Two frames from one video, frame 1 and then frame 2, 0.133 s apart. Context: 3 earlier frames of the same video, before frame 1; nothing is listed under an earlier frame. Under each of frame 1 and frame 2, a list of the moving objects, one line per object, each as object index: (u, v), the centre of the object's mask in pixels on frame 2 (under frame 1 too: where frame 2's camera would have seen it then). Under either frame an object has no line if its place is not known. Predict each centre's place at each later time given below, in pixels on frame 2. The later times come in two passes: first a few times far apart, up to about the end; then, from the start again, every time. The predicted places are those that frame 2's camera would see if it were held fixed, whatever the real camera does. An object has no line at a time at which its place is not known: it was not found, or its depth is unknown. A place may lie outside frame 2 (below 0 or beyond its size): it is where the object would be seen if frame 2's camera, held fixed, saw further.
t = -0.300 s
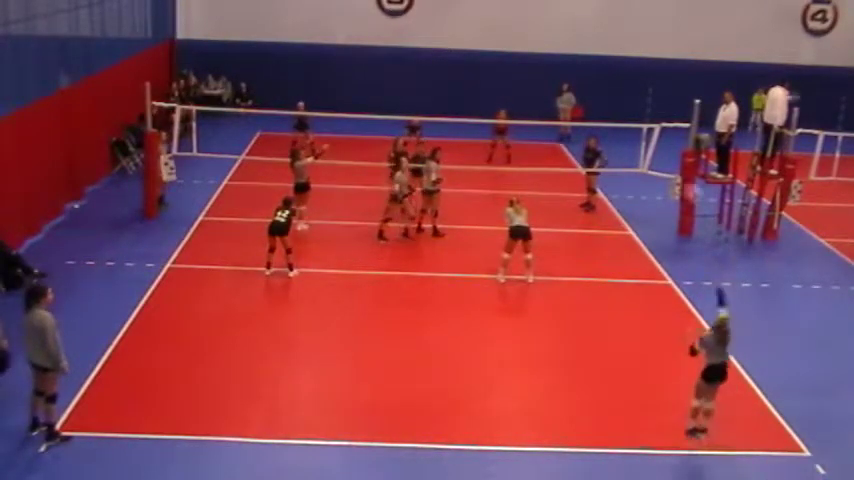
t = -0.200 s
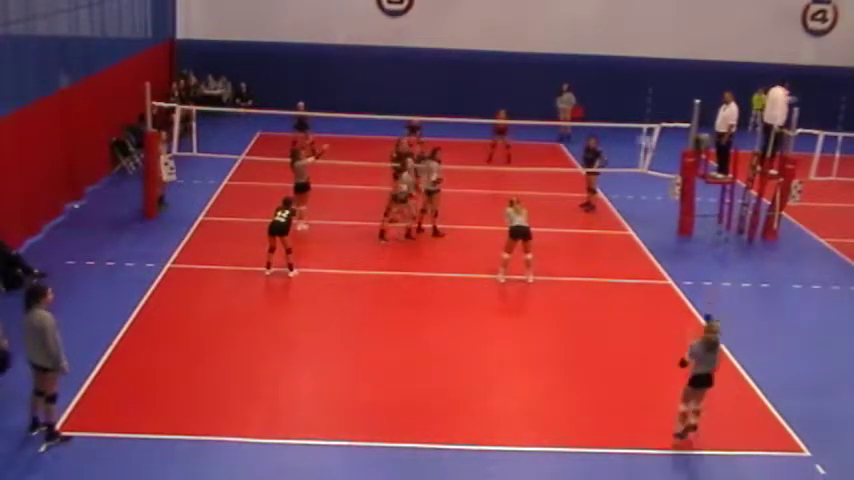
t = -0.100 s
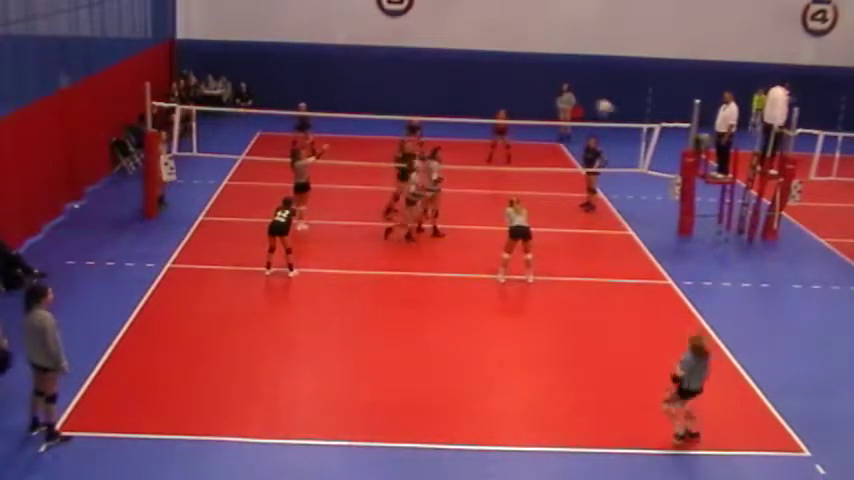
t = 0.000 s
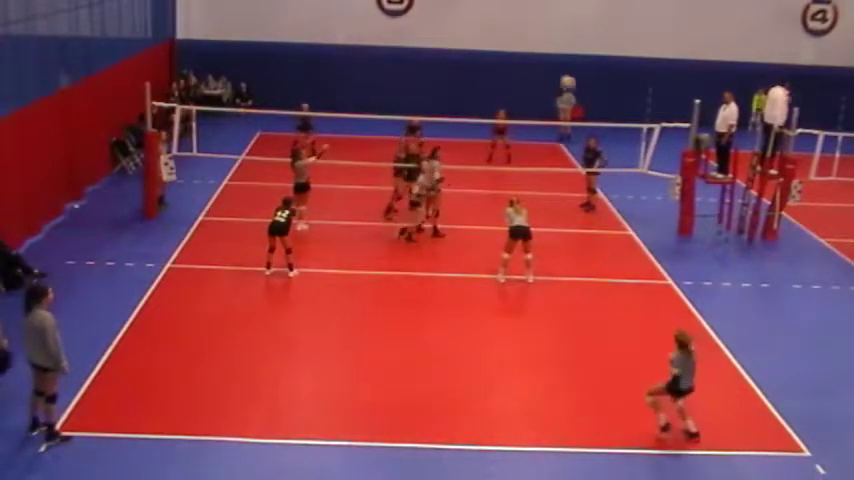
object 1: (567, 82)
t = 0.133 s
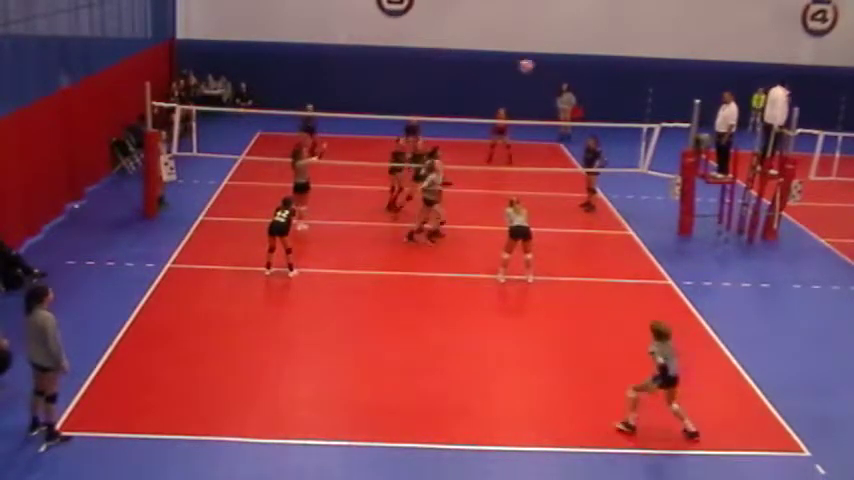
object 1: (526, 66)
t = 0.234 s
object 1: (498, 63)
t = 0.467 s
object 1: (444, 76)
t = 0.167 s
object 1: (517, 64)
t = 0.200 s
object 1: (506, 63)
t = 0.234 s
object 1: (498, 63)
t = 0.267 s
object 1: (489, 63)
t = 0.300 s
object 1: (481, 63)
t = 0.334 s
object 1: (473, 65)
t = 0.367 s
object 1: (466, 67)
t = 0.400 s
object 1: (459, 70)
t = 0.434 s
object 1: (452, 73)
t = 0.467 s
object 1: (444, 76)
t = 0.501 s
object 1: (438, 79)
